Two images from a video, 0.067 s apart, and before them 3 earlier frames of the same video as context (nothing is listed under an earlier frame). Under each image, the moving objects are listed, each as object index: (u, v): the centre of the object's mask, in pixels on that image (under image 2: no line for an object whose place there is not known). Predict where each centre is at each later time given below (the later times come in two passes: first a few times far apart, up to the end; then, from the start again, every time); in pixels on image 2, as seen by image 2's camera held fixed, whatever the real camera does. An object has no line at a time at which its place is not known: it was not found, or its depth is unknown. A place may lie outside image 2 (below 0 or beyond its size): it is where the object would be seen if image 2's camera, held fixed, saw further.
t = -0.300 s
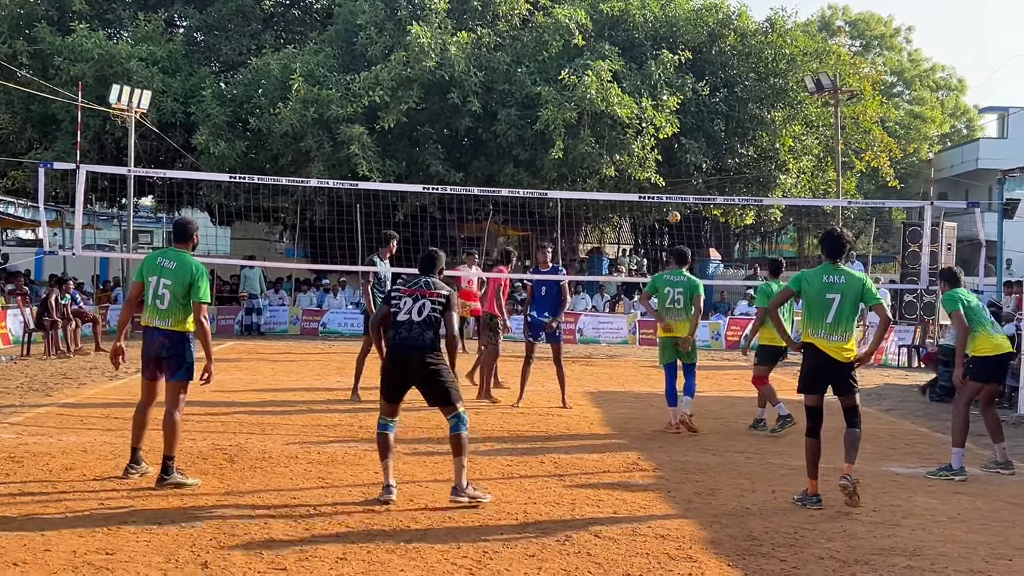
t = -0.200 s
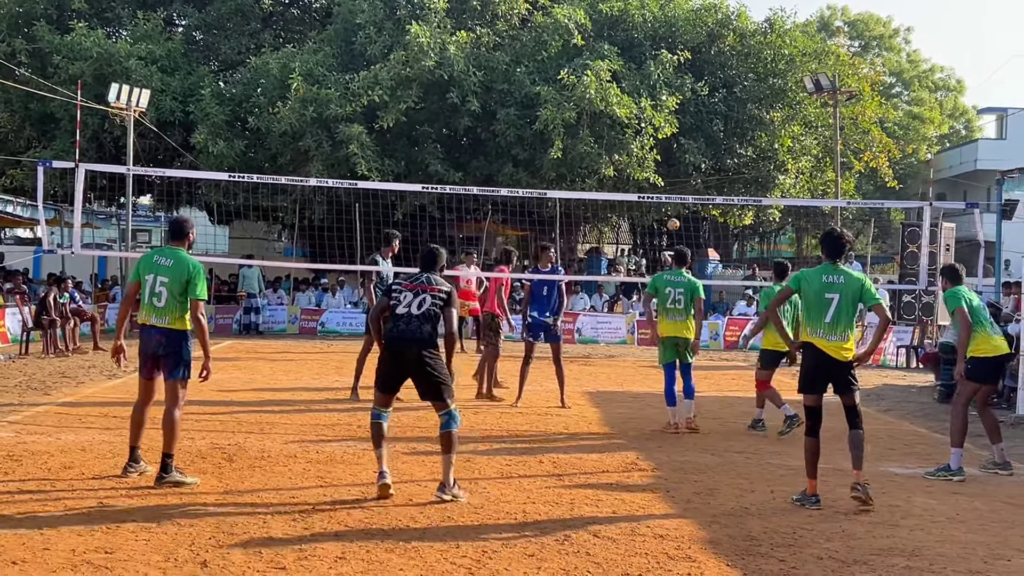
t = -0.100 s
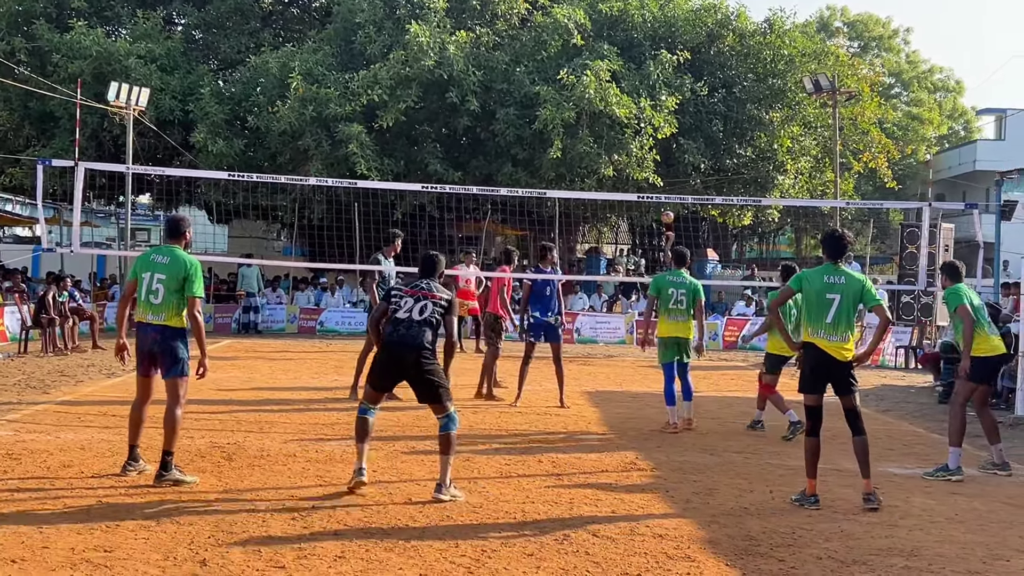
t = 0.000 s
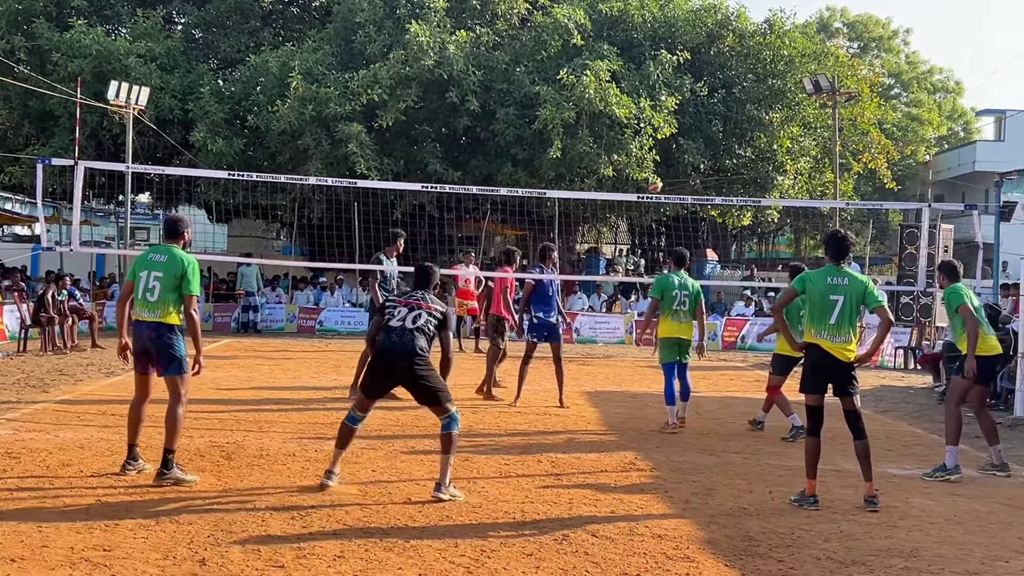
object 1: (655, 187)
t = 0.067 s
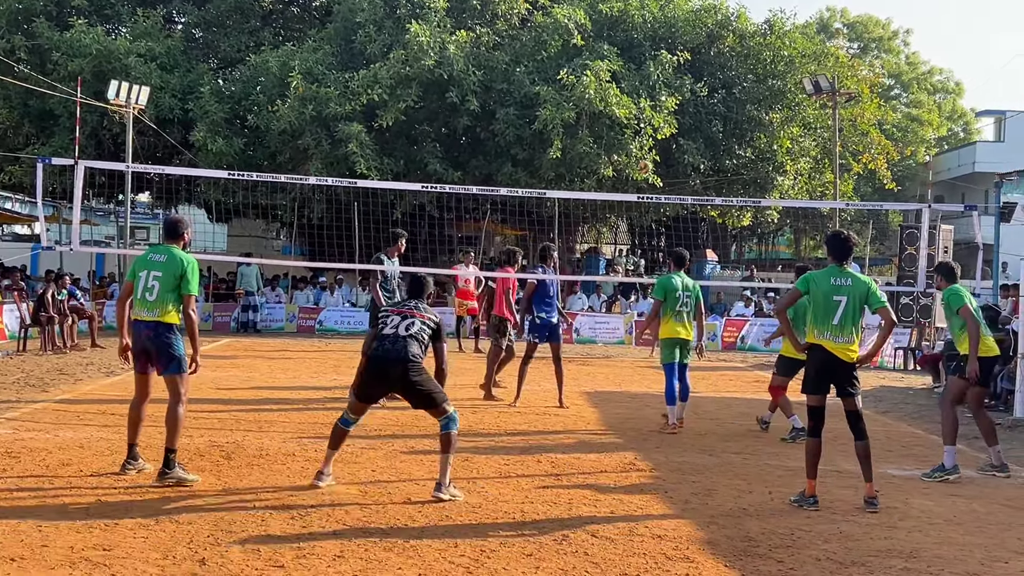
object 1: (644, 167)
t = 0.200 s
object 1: (622, 131)
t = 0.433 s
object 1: (578, 83)
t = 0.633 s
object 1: (527, 68)
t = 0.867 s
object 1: (448, 98)
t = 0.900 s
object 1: (433, 109)
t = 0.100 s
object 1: (639, 157)
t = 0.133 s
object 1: (634, 149)
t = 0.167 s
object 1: (628, 140)
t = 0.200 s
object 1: (622, 131)
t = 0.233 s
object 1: (617, 123)
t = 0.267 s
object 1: (611, 115)
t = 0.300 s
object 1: (604, 107)
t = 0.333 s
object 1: (599, 101)
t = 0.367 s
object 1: (592, 94)
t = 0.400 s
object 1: (585, 88)
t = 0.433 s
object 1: (578, 83)
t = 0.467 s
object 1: (570, 78)
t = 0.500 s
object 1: (562, 75)
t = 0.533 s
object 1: (554, 72)
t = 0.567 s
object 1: (546, 70)
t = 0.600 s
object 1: (536, 69)
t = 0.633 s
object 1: (527, 68)
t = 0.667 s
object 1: (517, 69)
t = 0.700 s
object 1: (507, 71)
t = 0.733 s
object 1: (497, 74)
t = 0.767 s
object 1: (485, 77)
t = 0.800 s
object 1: (474, 82)
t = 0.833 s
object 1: (461, 89)
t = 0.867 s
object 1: (448, 98)
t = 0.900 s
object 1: (433, 109)
